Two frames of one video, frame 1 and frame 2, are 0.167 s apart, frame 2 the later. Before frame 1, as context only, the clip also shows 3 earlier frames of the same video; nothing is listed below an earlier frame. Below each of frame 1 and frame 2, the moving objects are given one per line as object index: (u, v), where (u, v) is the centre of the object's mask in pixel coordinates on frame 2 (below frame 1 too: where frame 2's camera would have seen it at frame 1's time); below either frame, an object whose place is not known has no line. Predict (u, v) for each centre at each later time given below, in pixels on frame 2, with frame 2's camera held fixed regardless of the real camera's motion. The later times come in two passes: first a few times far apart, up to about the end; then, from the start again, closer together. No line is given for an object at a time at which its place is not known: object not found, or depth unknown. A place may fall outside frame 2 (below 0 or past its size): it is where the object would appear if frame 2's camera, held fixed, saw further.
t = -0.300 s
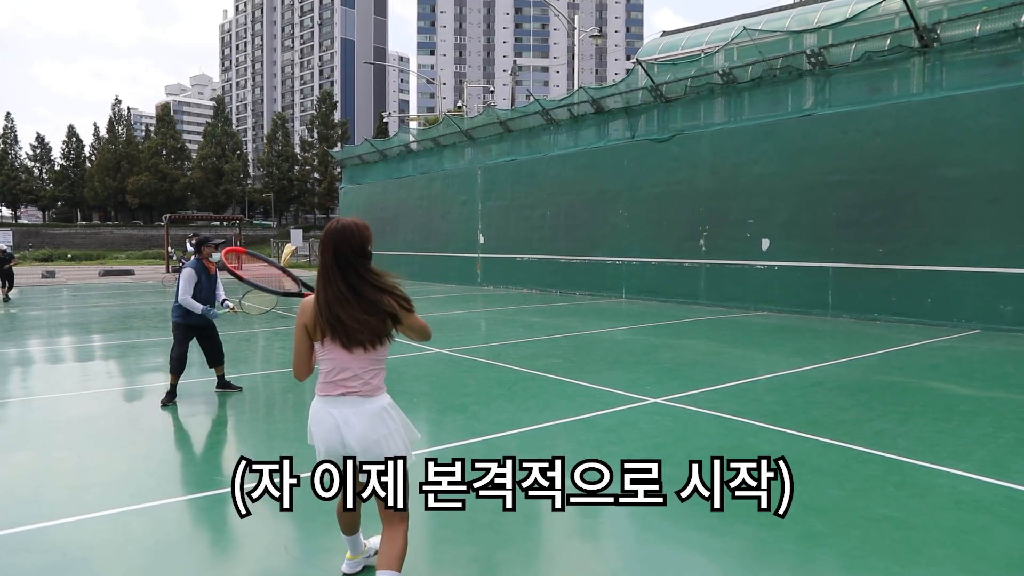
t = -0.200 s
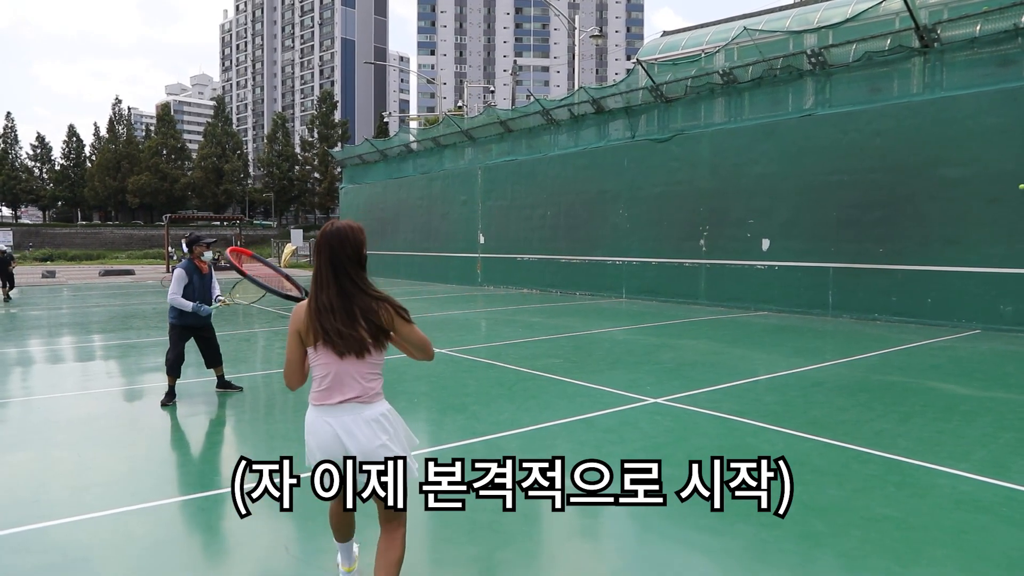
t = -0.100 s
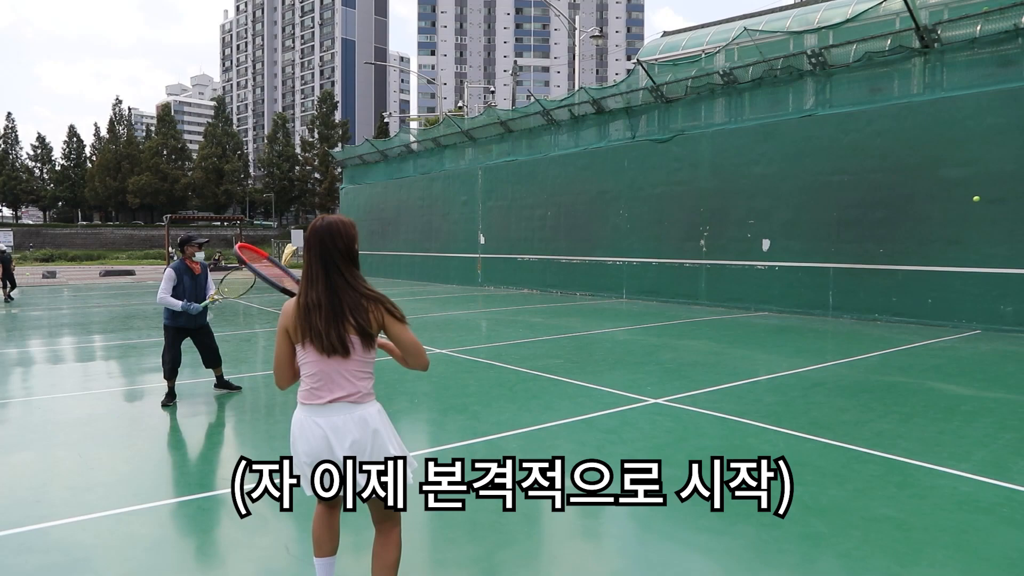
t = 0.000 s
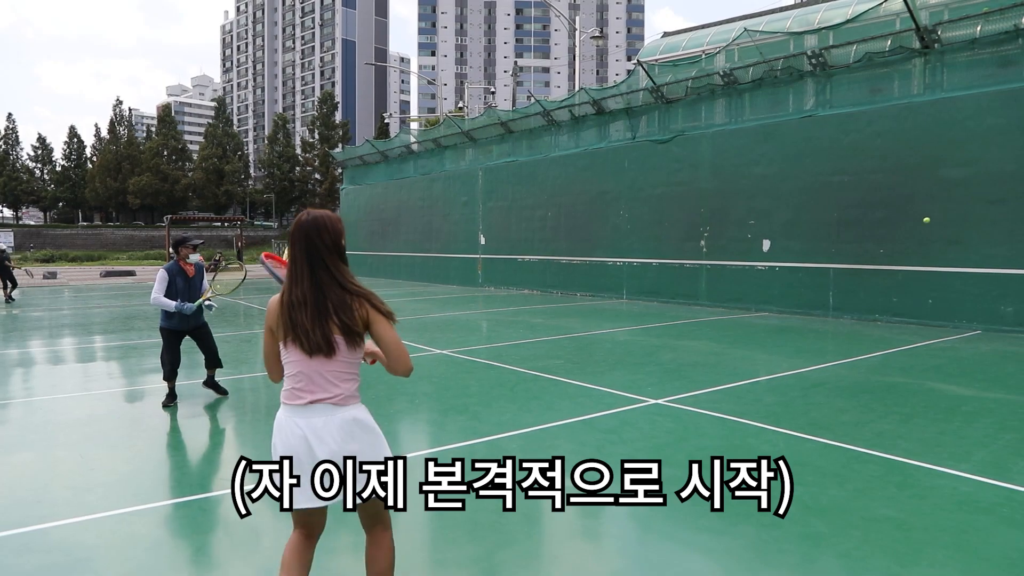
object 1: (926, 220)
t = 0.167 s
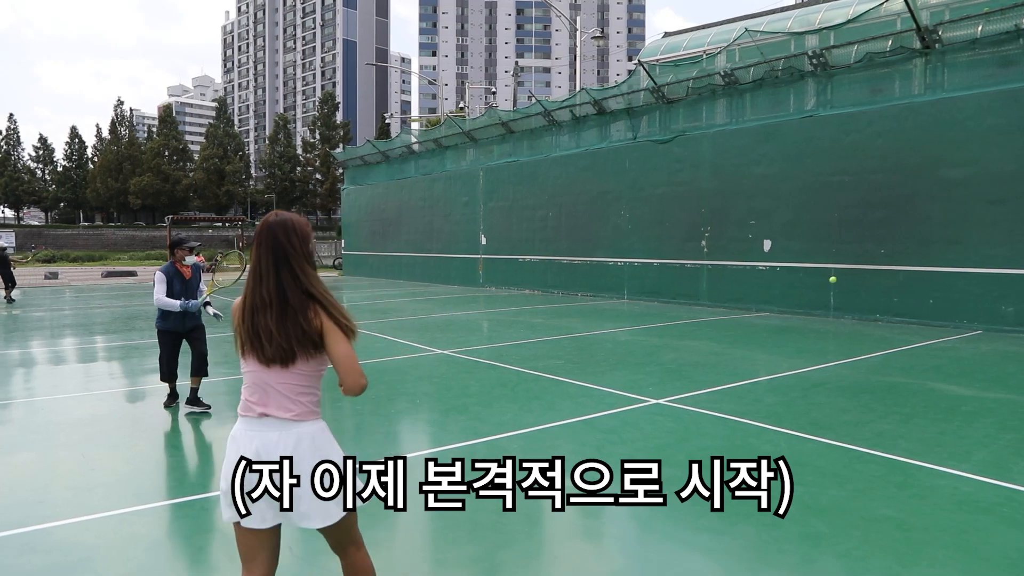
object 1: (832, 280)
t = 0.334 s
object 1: (721, 376)
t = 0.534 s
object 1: (635, 316)
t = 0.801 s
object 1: (506, 270)
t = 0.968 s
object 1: (415, 283)
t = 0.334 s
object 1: (721, 376)
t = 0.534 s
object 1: (635, 316)
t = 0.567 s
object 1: (621, 306)
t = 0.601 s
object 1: (605, 297)
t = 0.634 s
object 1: (590, 290)
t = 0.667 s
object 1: (574, 284)
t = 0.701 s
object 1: (557, 279)
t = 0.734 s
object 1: (541, 275)
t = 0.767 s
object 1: (524, 272)
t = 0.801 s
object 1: (506, 270)
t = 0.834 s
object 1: (489, 270)
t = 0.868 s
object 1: (471, 271)
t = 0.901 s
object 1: (453, 274)
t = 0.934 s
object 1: (434, 278)
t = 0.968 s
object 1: (415, 283)
